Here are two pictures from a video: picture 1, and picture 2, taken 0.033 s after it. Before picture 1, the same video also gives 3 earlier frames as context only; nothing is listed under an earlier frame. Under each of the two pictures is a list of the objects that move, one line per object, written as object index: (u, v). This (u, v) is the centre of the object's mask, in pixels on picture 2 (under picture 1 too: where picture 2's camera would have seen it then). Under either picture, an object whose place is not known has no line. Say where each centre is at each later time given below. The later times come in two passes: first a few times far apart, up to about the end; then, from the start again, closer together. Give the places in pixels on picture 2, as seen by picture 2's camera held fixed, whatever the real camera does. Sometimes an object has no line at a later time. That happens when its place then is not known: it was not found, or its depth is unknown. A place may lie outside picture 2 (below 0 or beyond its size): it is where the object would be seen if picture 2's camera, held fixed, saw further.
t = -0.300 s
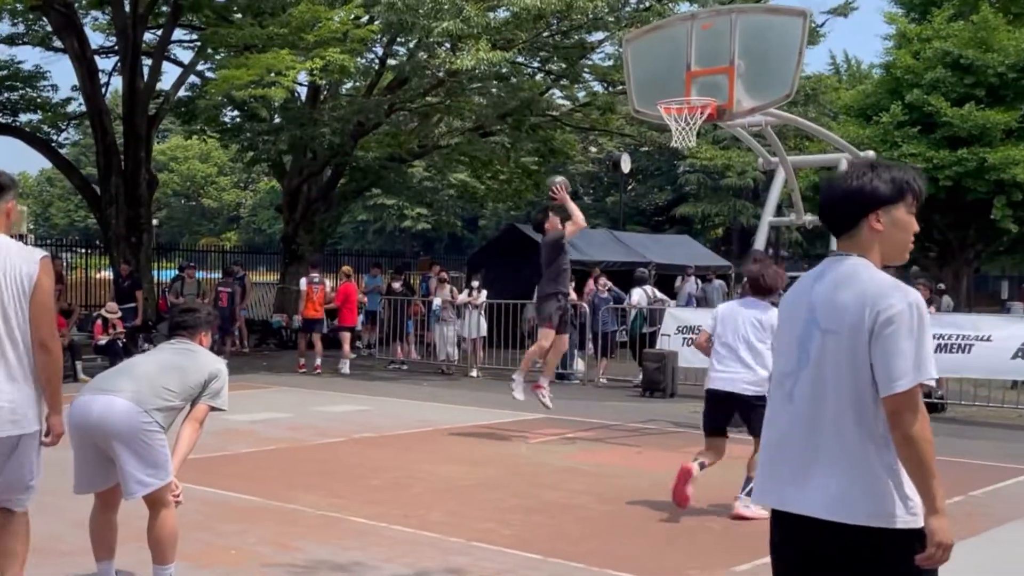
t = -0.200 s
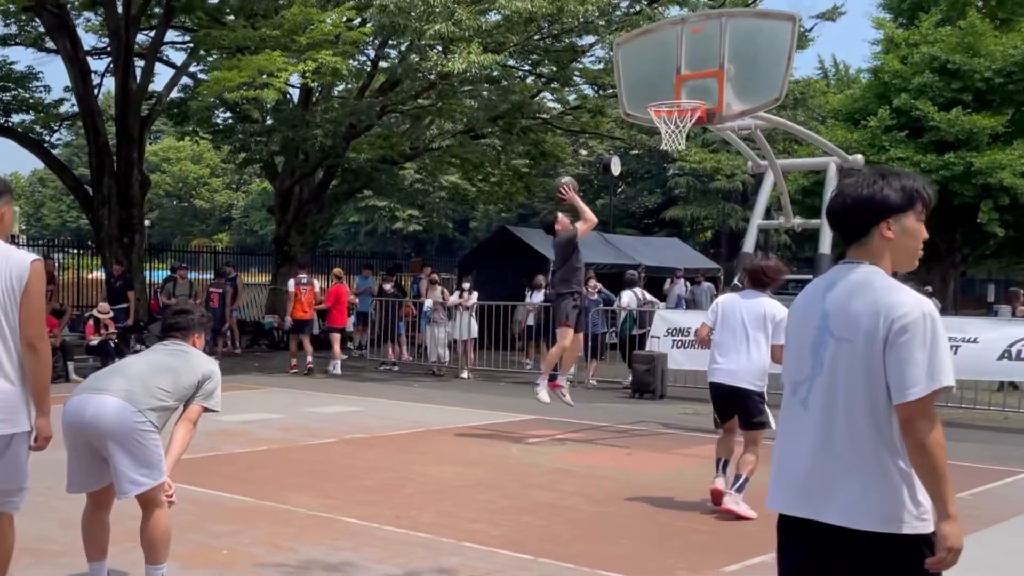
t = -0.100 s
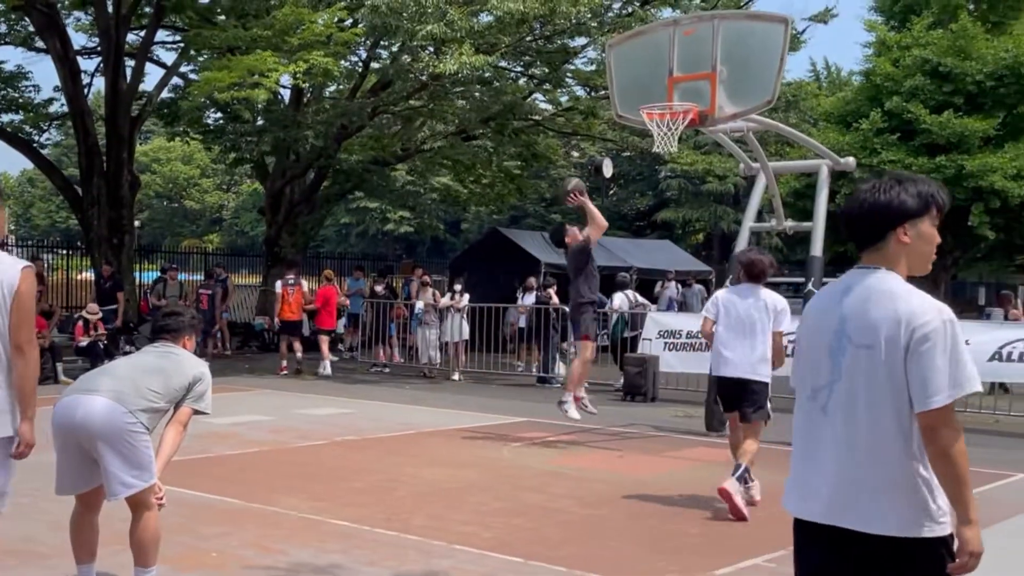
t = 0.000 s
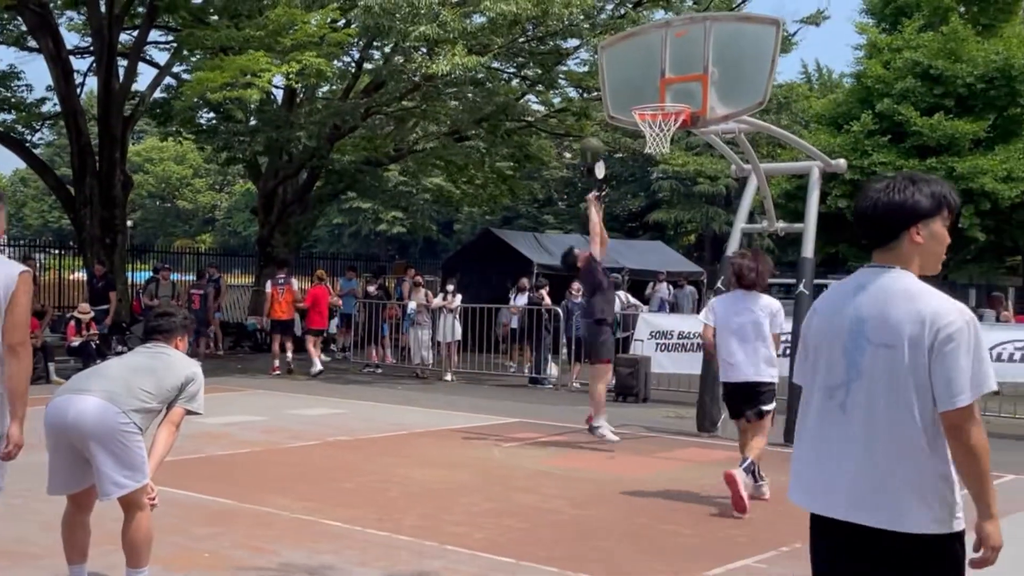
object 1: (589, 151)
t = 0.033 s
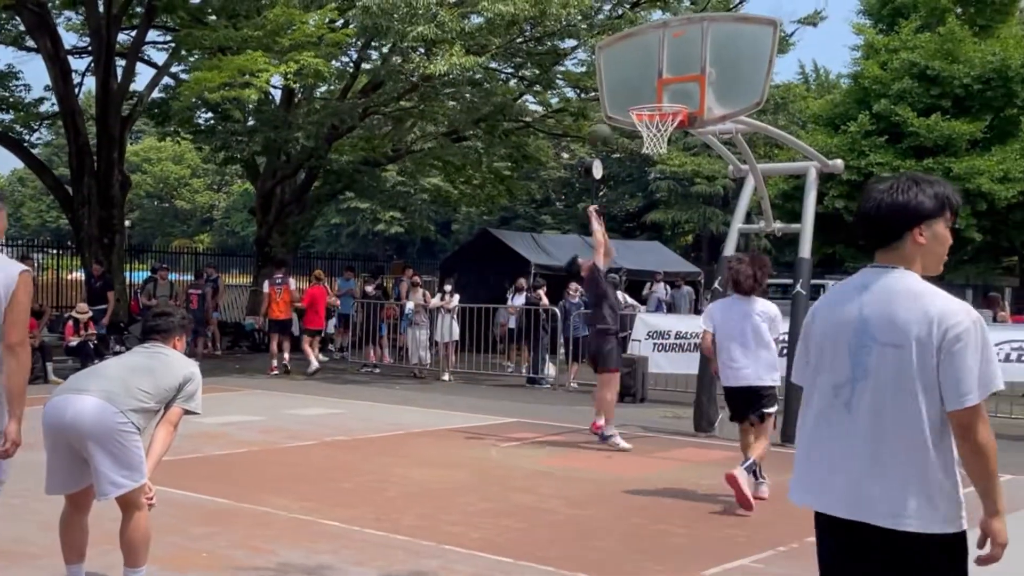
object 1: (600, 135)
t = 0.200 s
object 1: (652, 83)
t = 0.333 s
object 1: (660, 79)
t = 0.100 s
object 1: (617, 114)
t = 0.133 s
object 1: (631, 99)
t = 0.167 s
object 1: (642, 92)
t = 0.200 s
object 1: (652, 83)
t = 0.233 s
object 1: (655, 80)
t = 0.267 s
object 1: (656, 78)
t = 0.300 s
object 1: (658, 78)
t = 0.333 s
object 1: (660, 79)
